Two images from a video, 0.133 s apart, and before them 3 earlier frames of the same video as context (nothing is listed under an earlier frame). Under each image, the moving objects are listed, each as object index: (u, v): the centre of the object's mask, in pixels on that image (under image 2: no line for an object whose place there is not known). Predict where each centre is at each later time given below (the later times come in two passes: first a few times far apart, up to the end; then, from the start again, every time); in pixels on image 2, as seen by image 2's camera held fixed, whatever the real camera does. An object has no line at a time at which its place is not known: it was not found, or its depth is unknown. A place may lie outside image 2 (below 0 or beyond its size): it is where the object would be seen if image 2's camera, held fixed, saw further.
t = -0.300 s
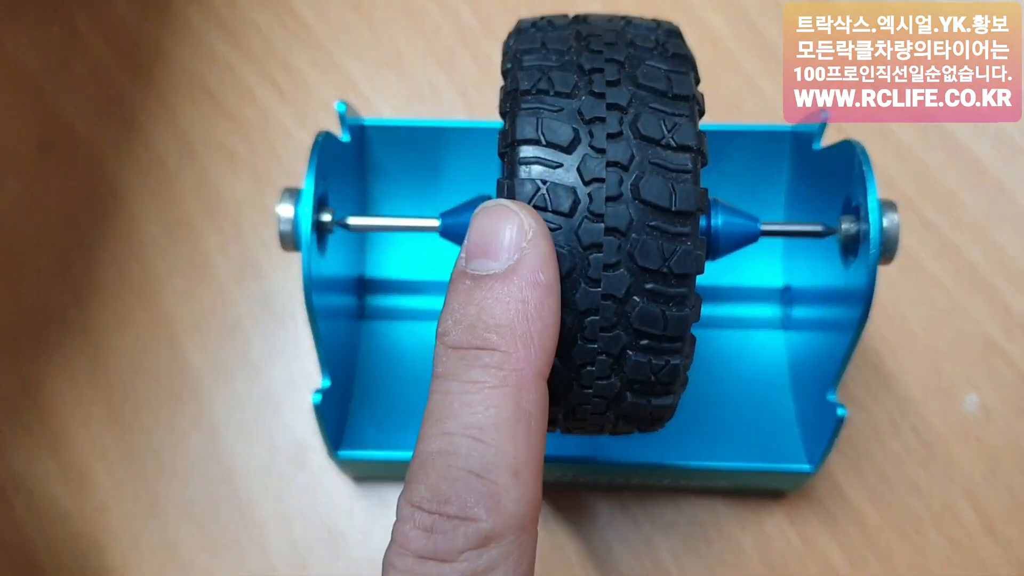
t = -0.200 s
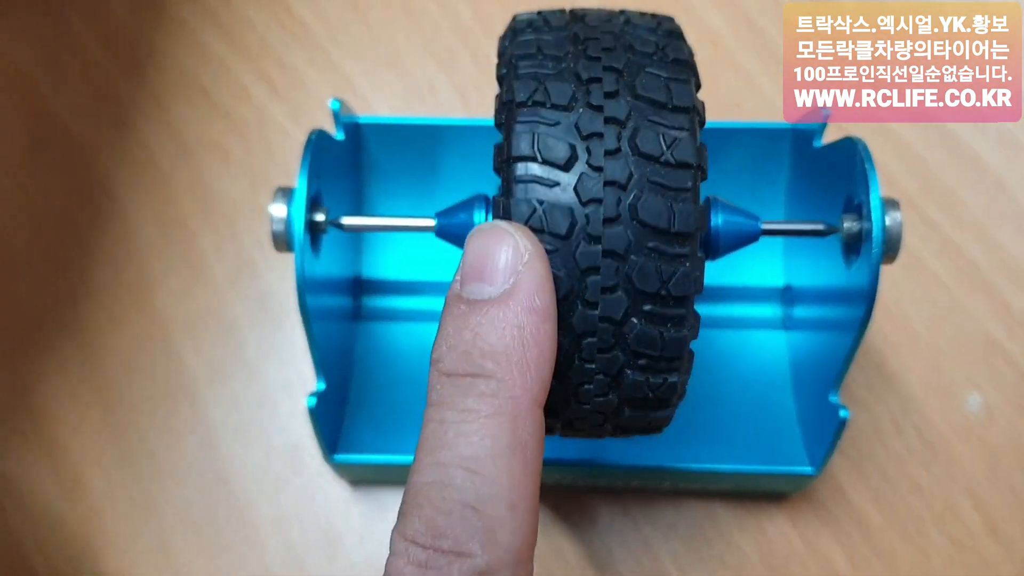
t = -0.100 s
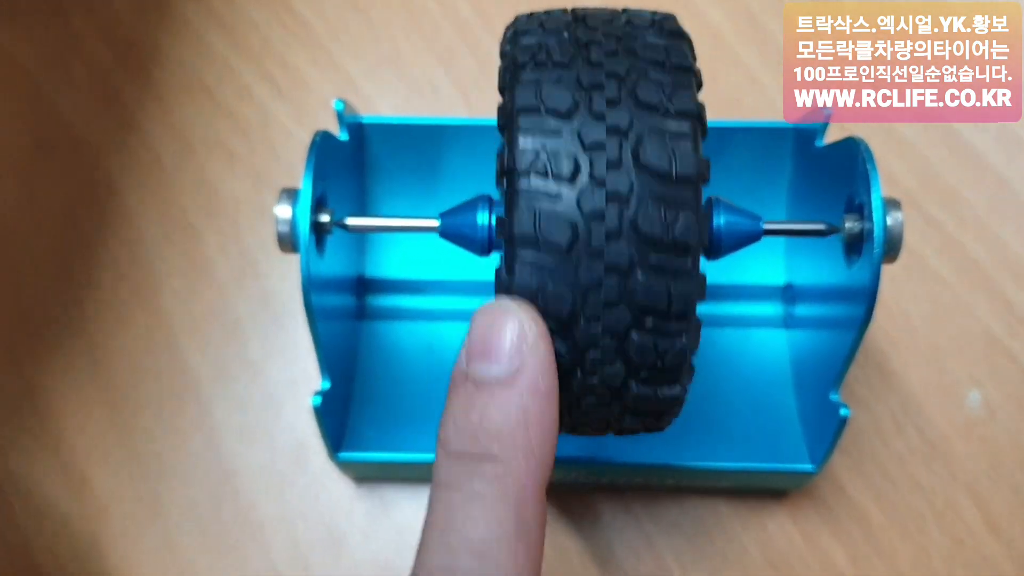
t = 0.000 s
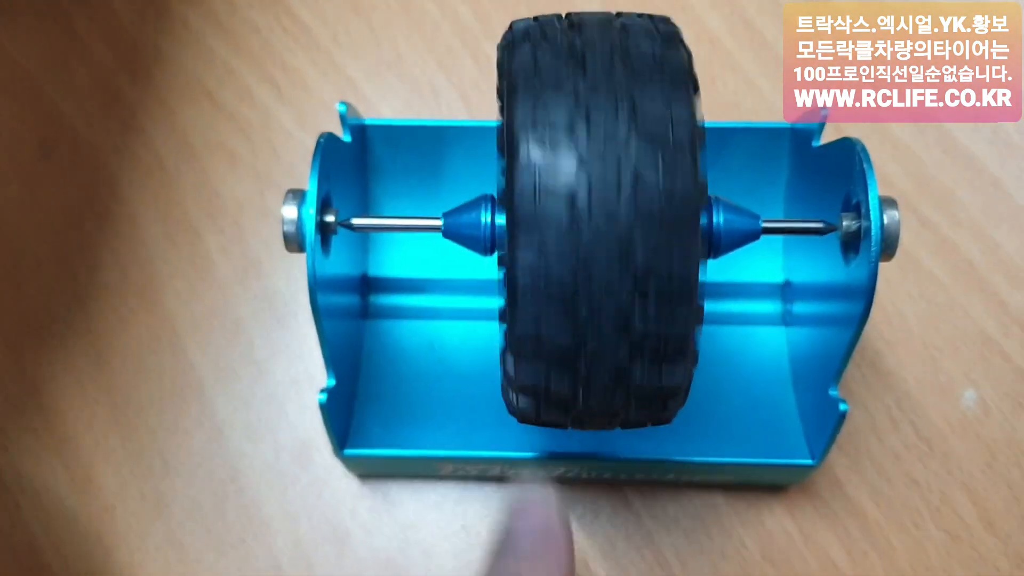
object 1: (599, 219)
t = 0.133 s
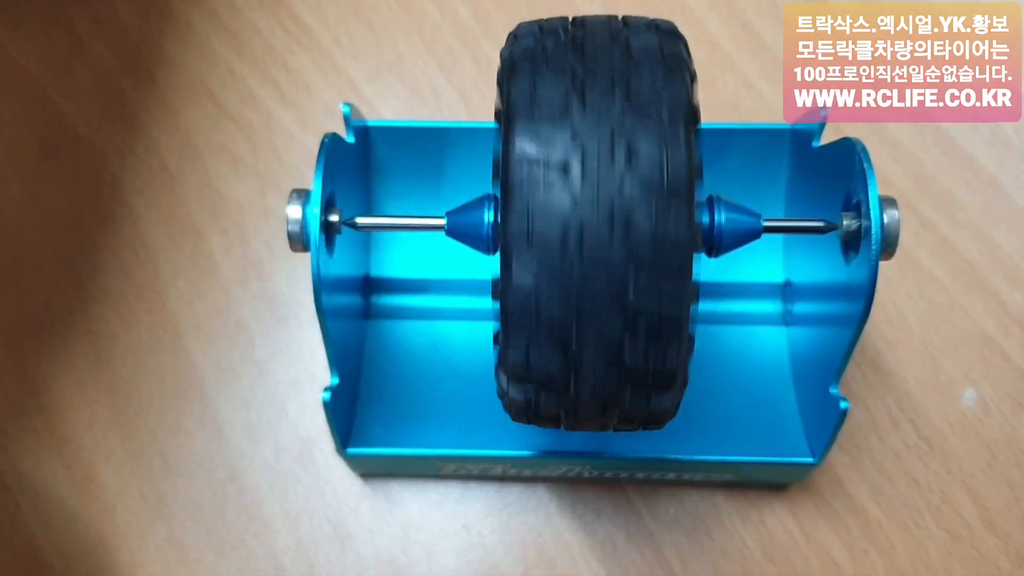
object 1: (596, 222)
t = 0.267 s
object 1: (602, 222)
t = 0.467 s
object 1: (597, 221)
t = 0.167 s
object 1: (596, 222)
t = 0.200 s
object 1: (598, 222)
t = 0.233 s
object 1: (601, 221)
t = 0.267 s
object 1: (602, 222)
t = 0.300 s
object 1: (603, 221)
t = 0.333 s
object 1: (603, 219)
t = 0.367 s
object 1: (603, 218)
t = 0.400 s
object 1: (601, 217)
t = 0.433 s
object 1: (599, 219)
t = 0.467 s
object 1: (597, 221)
